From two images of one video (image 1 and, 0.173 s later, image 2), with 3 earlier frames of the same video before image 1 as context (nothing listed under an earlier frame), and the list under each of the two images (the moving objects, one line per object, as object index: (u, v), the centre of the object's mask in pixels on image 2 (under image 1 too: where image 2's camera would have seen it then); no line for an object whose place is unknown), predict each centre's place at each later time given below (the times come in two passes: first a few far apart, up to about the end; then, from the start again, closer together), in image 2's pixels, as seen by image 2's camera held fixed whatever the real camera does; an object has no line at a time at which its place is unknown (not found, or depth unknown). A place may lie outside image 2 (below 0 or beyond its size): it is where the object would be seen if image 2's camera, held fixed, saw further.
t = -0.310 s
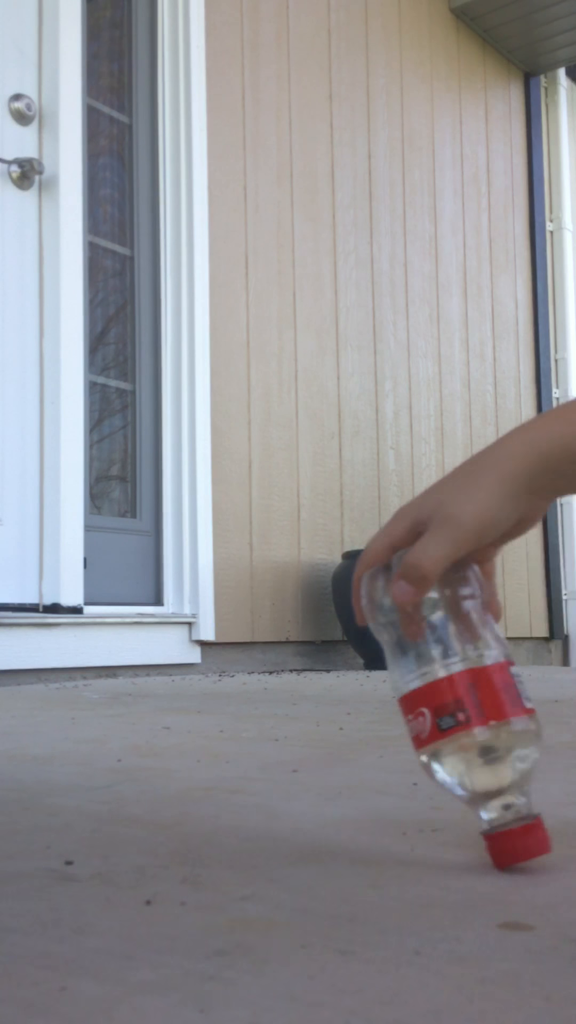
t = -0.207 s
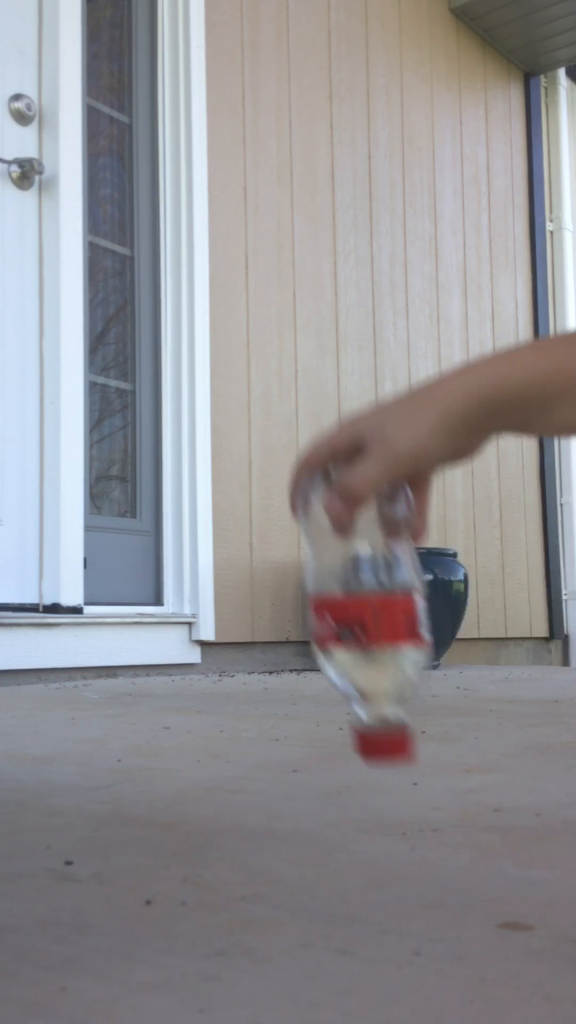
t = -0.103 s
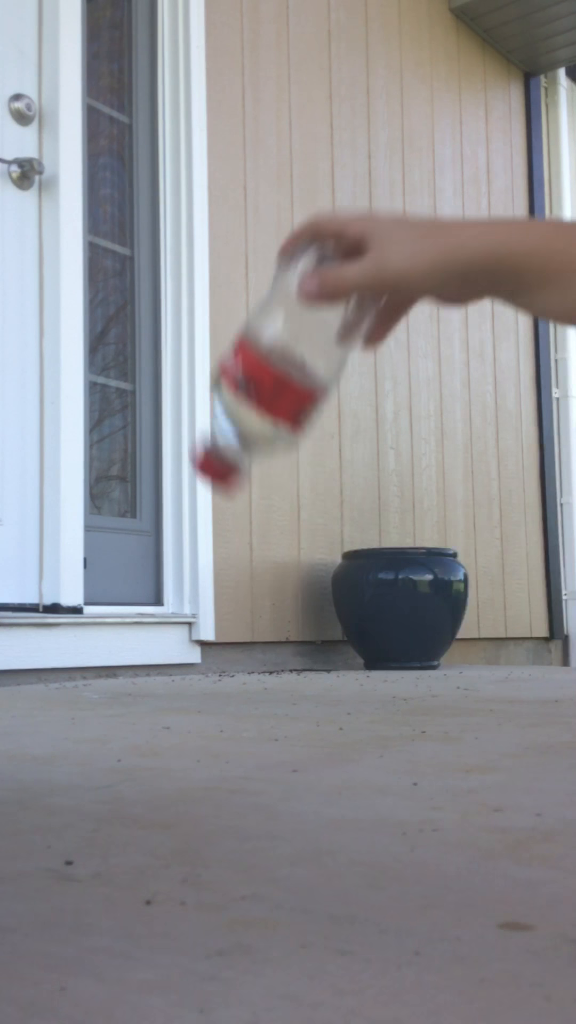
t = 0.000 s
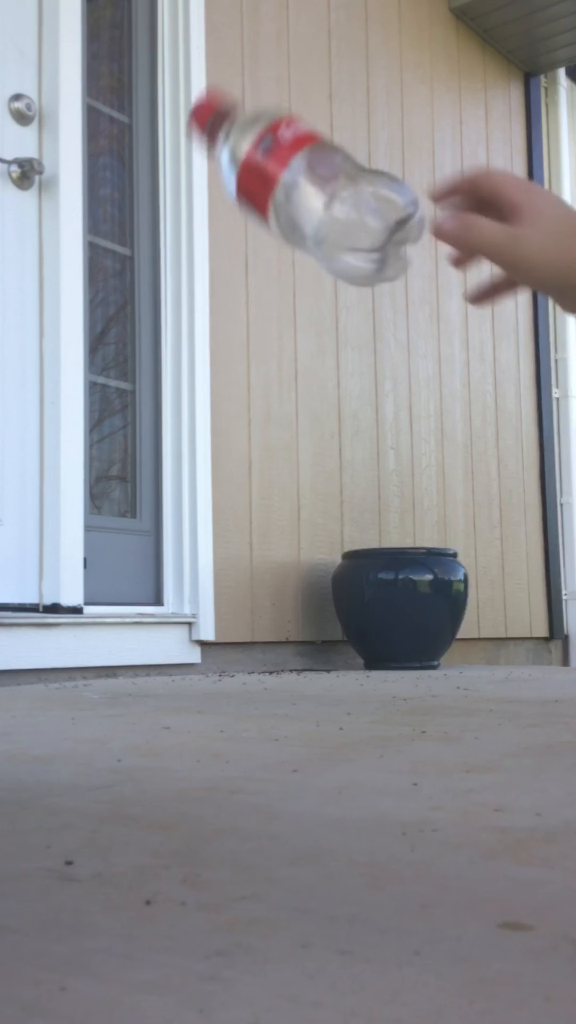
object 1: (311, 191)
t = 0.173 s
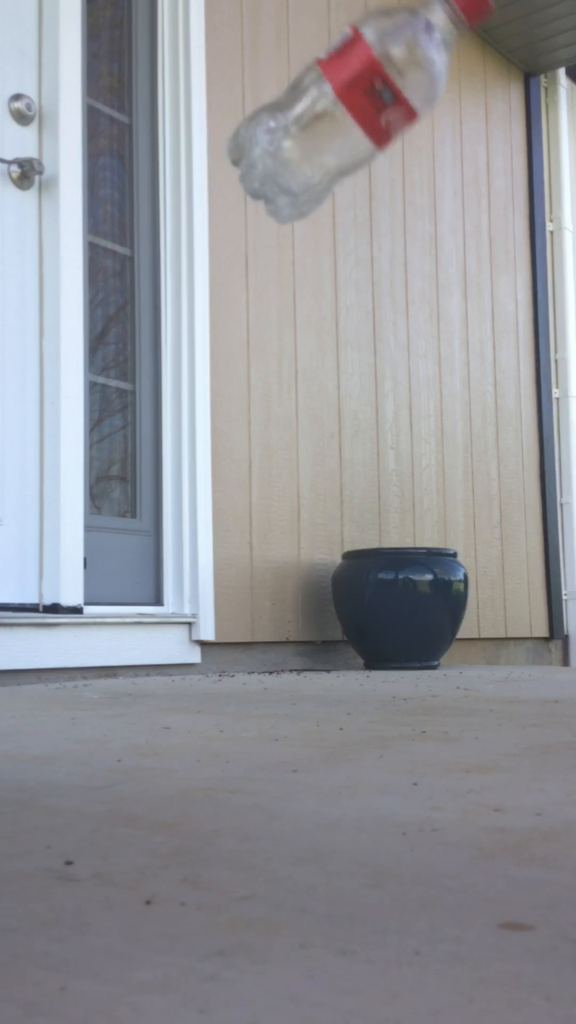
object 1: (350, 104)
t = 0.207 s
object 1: (372, 136)
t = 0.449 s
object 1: (446, 813)
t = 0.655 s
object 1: (441, 828)
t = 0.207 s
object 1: (372, 136)
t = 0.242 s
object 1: (392, 194)
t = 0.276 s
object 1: (410, 273)
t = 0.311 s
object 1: (424, 373)
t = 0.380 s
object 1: (467, 653)
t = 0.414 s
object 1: (455, 739)
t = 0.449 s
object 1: (446, 813)
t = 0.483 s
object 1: (446, 817)
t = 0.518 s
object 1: (448, 820)
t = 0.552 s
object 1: (447, 823)
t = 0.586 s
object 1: (445, 825)
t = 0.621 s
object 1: (444, 827)
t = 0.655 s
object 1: (441, 828)
